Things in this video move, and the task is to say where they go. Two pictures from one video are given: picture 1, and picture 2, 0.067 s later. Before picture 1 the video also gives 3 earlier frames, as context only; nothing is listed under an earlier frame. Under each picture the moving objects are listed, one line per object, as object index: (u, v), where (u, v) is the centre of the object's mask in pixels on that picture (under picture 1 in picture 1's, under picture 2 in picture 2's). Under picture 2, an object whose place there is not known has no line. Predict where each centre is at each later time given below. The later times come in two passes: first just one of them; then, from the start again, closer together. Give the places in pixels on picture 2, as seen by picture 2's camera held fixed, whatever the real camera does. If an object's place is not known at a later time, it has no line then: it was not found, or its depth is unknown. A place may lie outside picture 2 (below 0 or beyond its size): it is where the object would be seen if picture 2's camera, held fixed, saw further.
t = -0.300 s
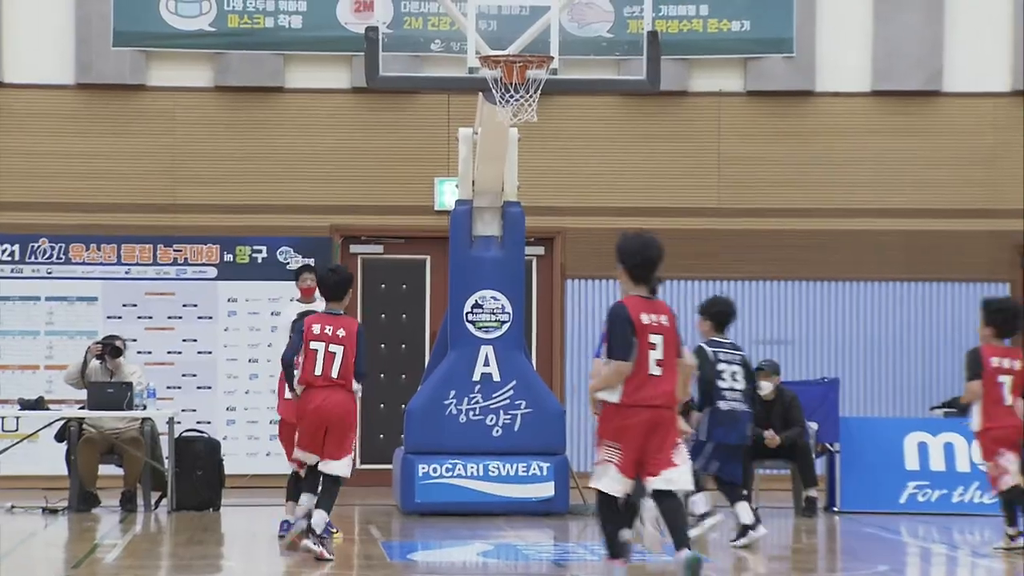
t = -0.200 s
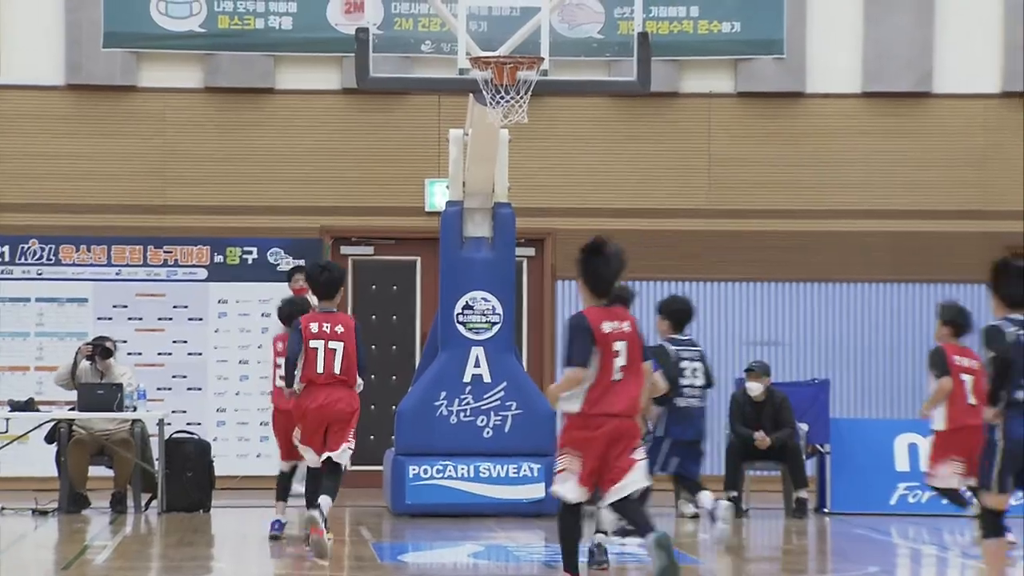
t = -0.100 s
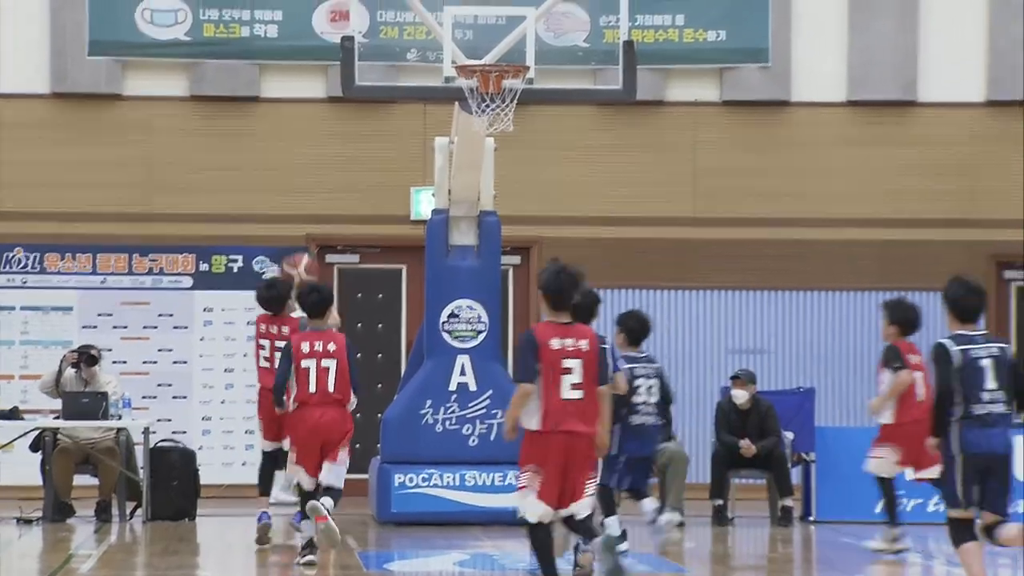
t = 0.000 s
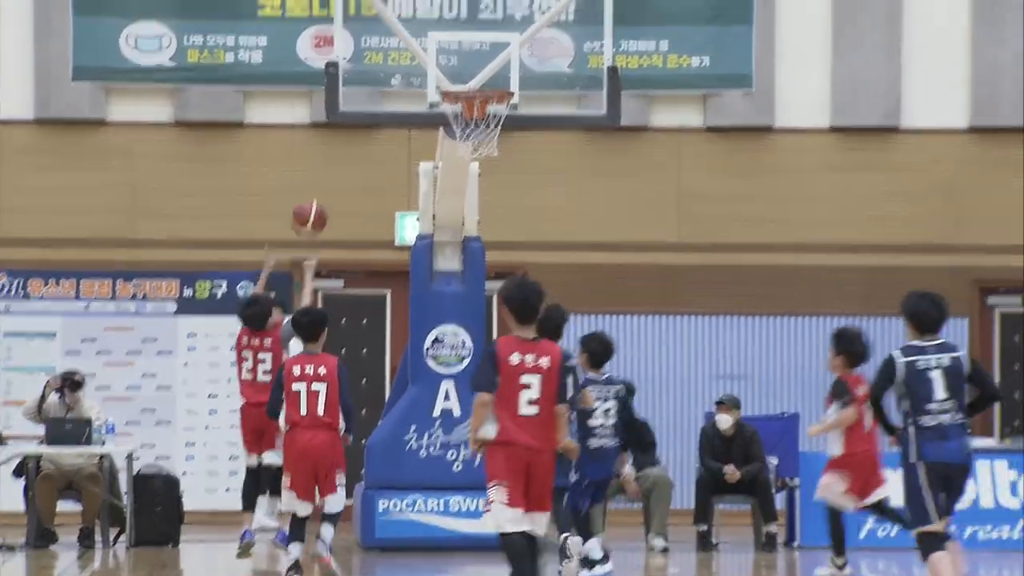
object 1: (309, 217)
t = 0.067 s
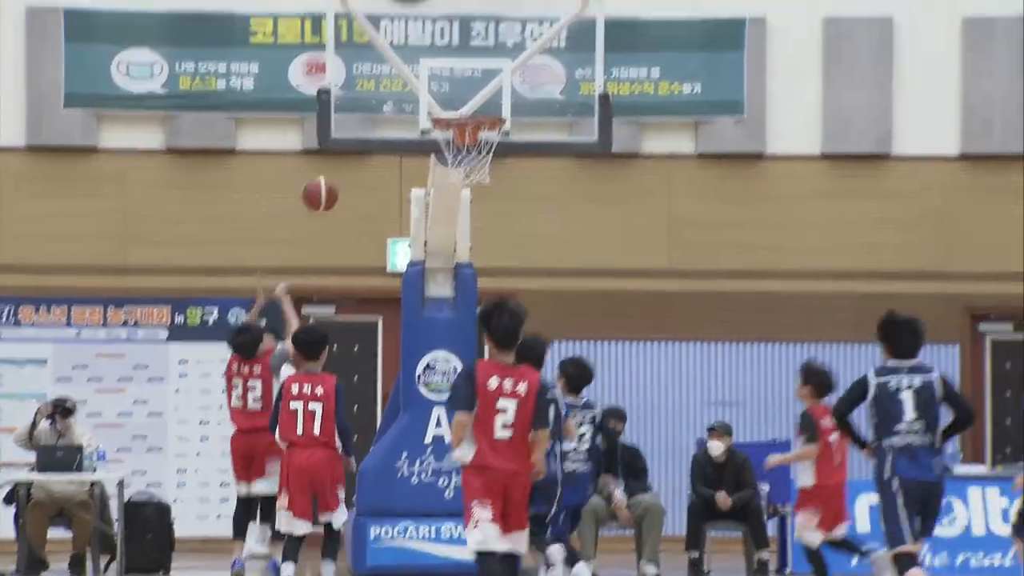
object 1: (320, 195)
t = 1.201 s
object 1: (456, 159)
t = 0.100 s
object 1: (330, 170)
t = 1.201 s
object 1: (456, 159)
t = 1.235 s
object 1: (458, 165)
